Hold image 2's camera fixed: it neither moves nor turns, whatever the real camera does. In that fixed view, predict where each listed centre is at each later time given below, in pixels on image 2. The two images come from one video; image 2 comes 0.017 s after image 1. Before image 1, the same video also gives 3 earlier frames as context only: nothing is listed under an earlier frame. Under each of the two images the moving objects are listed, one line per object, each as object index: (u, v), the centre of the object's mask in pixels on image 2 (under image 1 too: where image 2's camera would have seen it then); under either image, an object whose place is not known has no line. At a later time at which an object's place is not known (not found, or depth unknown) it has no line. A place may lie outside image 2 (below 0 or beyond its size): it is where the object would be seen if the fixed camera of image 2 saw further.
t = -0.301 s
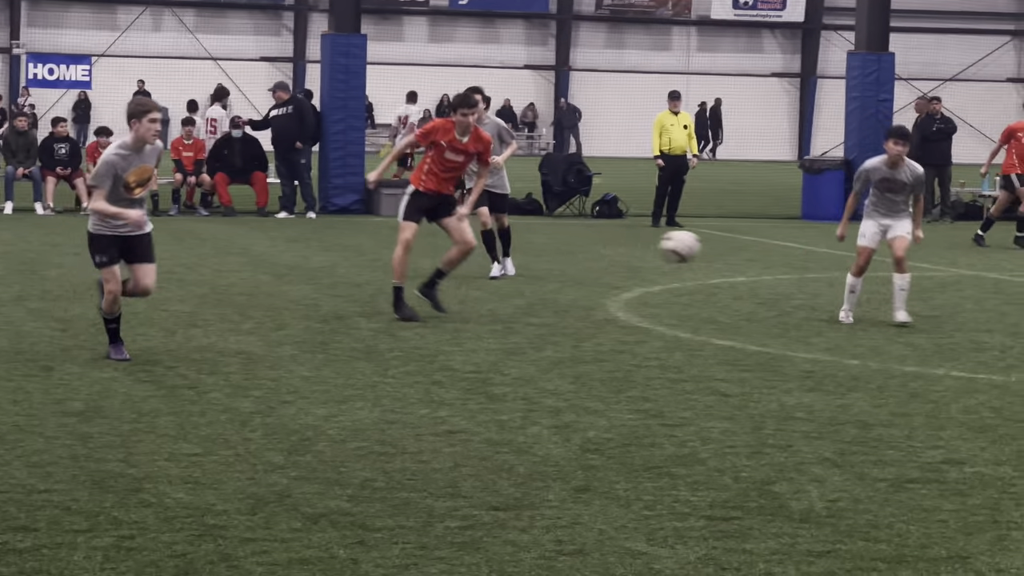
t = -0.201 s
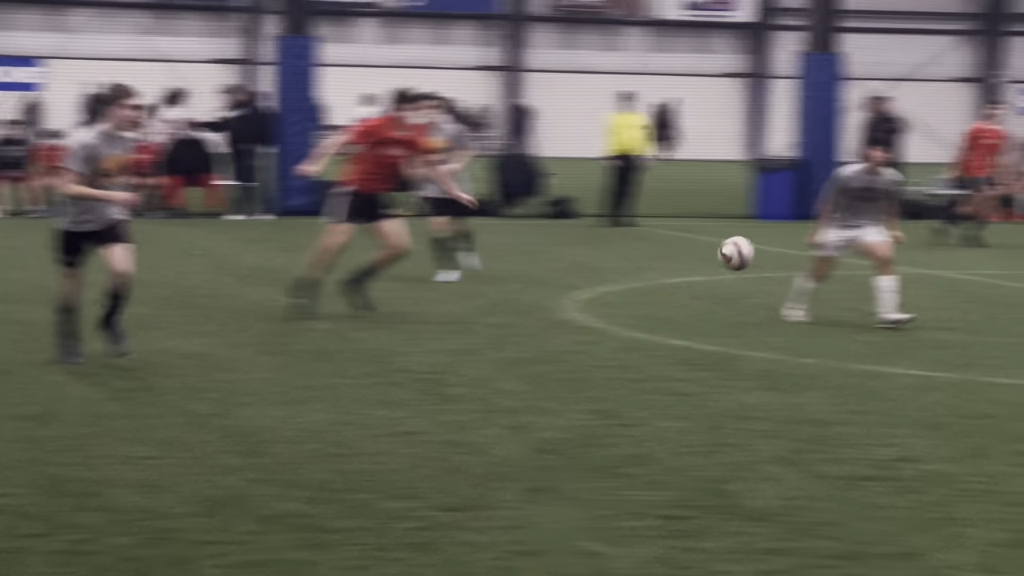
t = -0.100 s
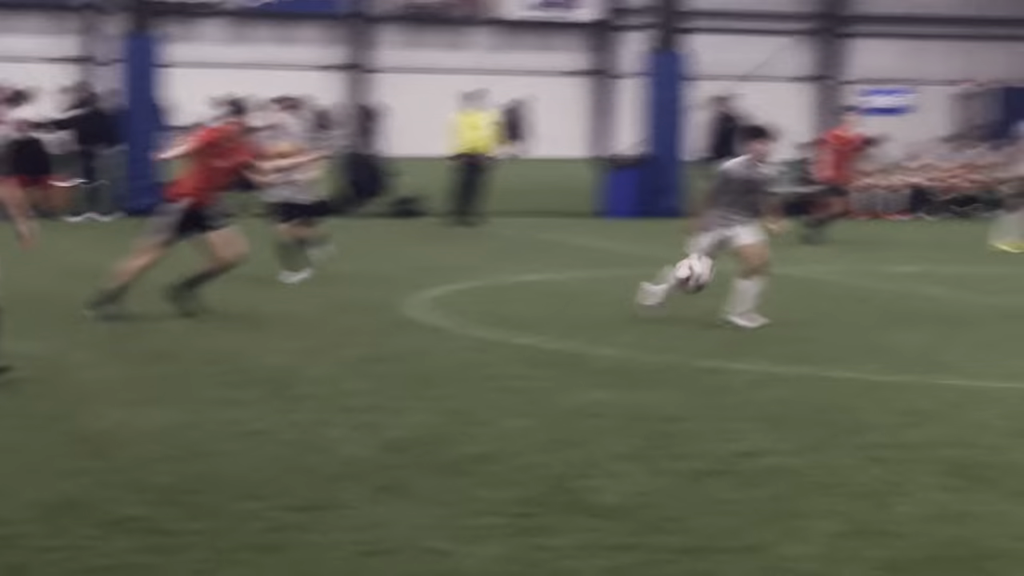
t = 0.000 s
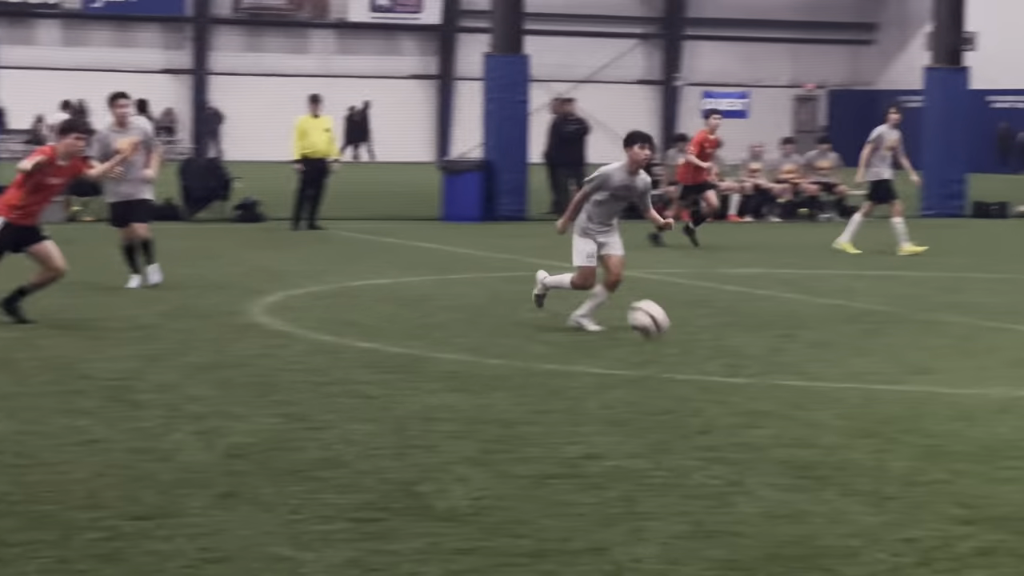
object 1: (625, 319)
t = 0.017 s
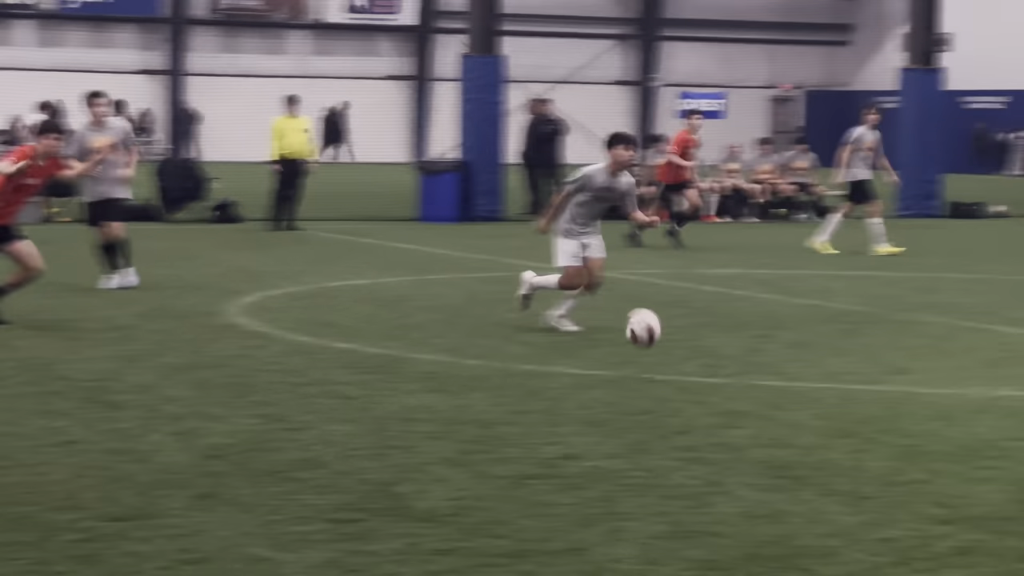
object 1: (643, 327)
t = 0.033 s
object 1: (662, 336)
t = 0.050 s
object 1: (681, 345)
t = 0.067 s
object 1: (700, 357)
